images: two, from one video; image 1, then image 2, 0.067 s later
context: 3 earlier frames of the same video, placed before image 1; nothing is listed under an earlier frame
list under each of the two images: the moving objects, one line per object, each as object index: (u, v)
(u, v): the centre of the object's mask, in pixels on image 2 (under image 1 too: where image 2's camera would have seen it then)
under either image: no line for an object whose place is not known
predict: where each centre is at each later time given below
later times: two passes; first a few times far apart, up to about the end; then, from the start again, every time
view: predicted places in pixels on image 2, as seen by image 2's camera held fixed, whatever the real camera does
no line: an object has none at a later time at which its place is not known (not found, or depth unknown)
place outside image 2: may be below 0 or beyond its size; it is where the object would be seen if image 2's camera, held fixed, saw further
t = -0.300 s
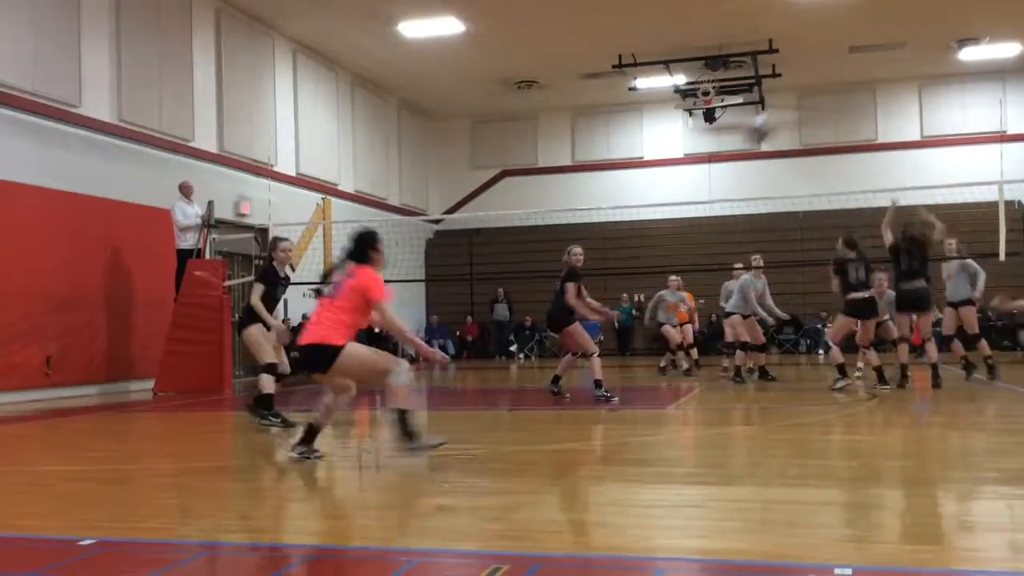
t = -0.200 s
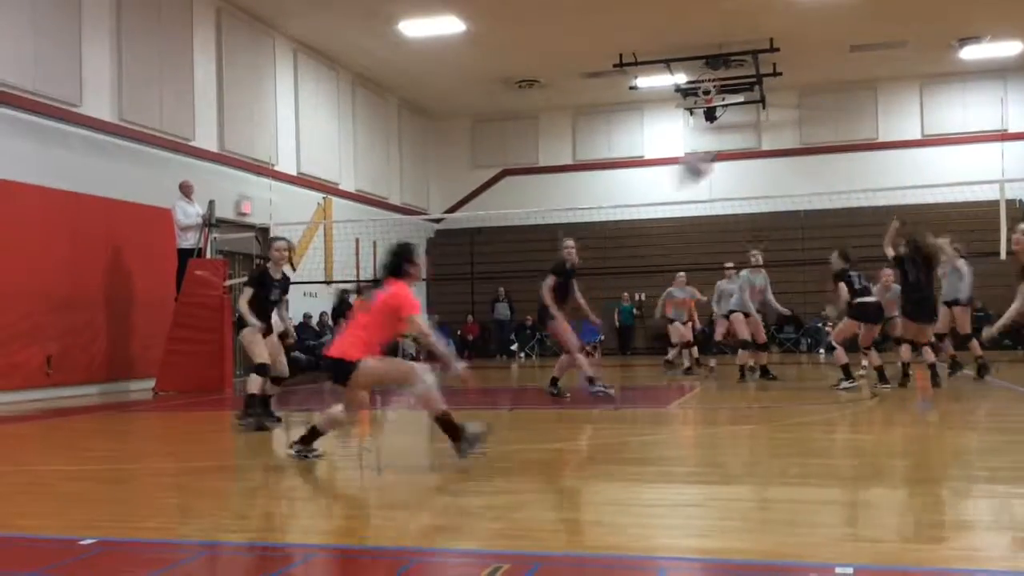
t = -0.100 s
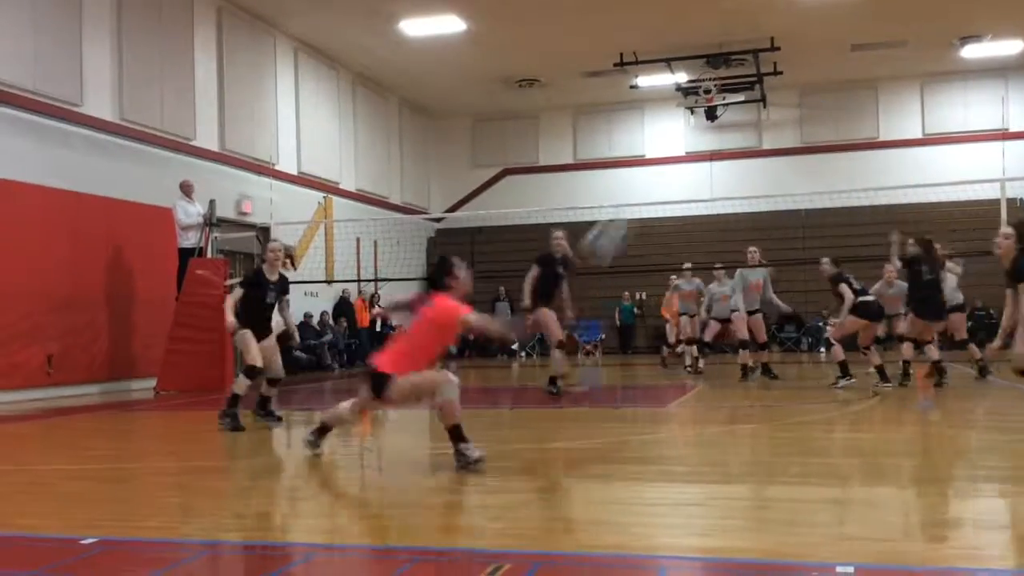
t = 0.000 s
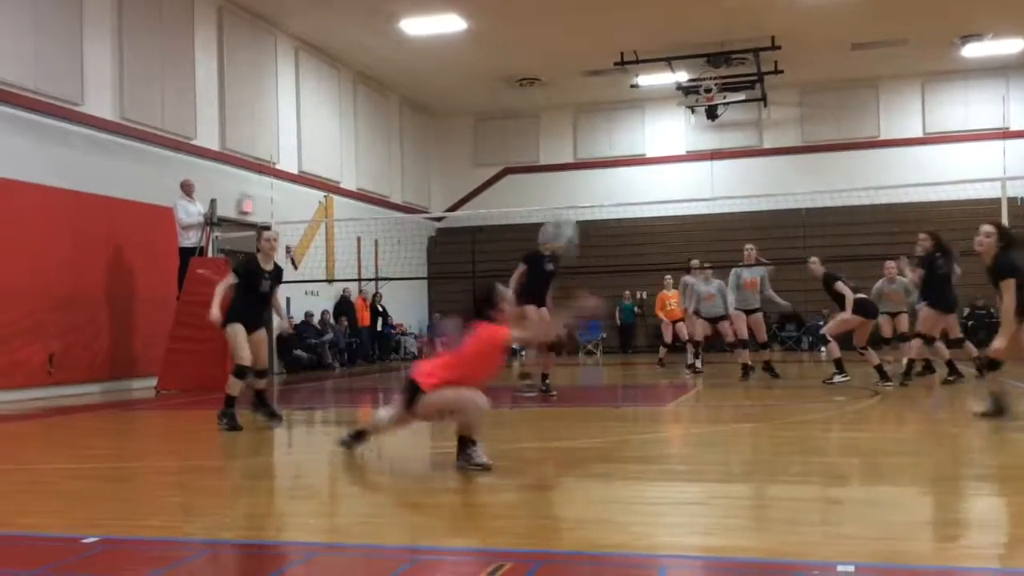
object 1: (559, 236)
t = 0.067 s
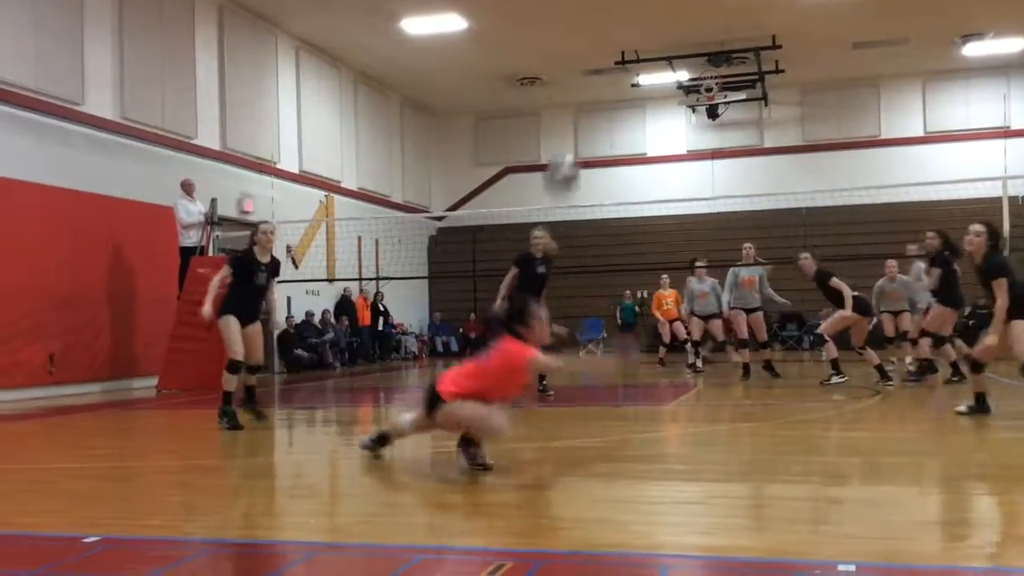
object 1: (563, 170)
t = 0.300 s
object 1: (566, 61)
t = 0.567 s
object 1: (568, 50)
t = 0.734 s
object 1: (567, 87)
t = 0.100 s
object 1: (563, 147)
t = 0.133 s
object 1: (564, 128)
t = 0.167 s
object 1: (563, 107)
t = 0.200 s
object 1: (565, 92)
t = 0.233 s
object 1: (565, 80)
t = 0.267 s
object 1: (565, 69)
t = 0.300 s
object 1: (566, 61)
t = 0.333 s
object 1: (567, 51)
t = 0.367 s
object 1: (567, 47)
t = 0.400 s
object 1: (567, 45)
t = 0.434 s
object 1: (567, 44)
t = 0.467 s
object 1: (567, 43)
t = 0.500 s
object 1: (567, 44)
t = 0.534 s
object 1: (567, 47)
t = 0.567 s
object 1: (568, 50)
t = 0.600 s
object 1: (568, 54)
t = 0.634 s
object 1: (568, 62)
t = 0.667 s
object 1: (567, 70)
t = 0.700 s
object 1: (567, 79)
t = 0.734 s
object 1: (567, 87)
